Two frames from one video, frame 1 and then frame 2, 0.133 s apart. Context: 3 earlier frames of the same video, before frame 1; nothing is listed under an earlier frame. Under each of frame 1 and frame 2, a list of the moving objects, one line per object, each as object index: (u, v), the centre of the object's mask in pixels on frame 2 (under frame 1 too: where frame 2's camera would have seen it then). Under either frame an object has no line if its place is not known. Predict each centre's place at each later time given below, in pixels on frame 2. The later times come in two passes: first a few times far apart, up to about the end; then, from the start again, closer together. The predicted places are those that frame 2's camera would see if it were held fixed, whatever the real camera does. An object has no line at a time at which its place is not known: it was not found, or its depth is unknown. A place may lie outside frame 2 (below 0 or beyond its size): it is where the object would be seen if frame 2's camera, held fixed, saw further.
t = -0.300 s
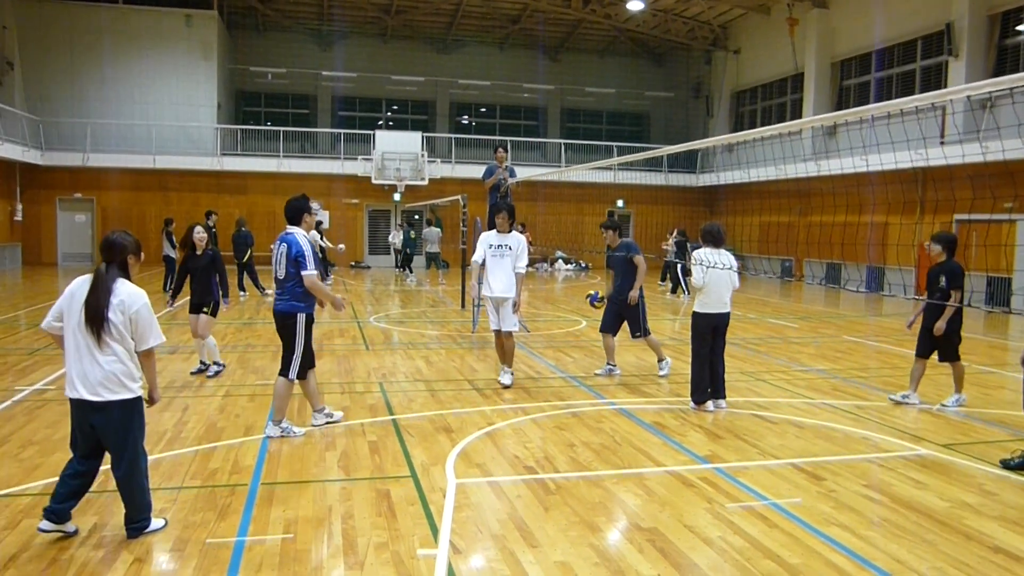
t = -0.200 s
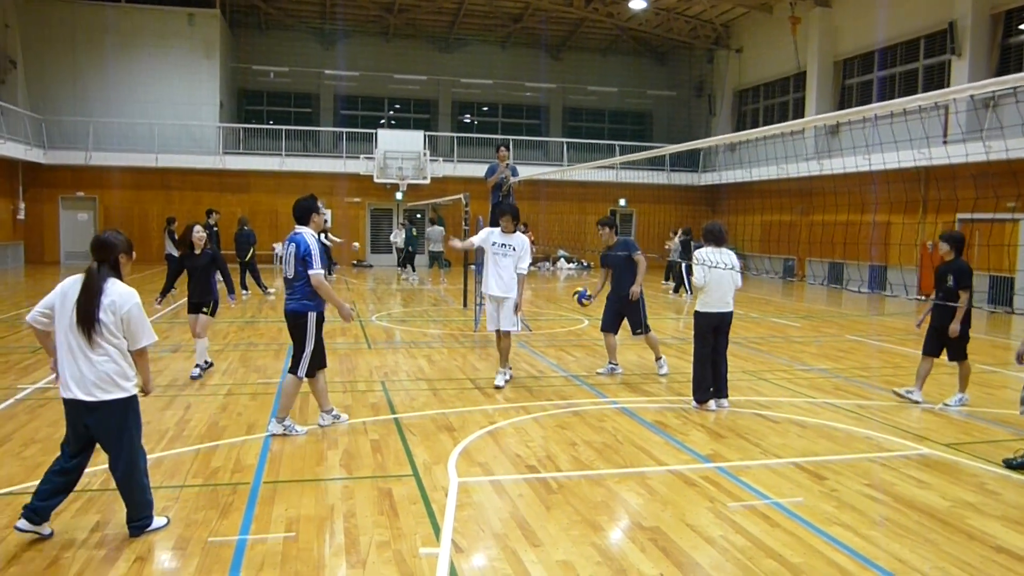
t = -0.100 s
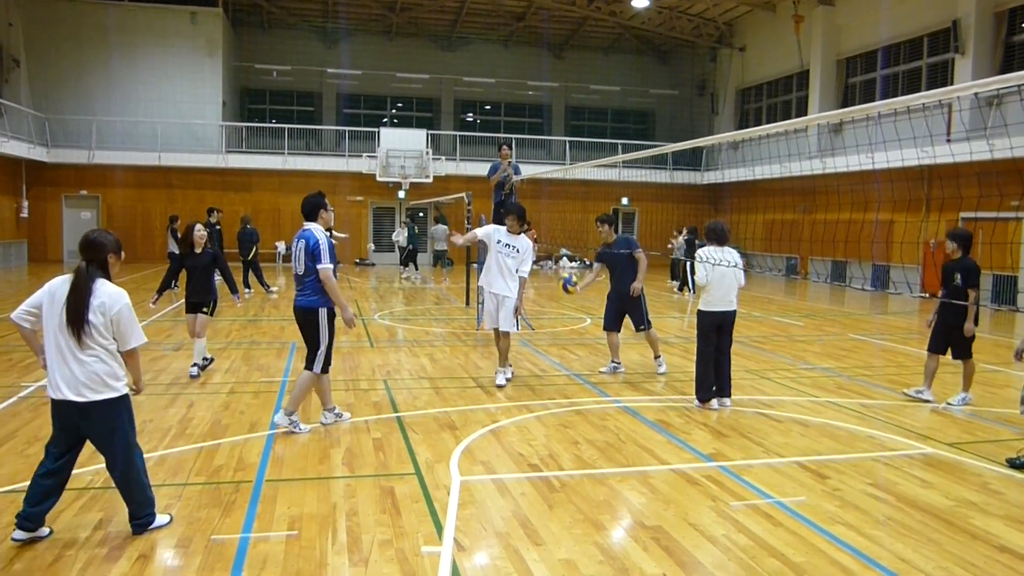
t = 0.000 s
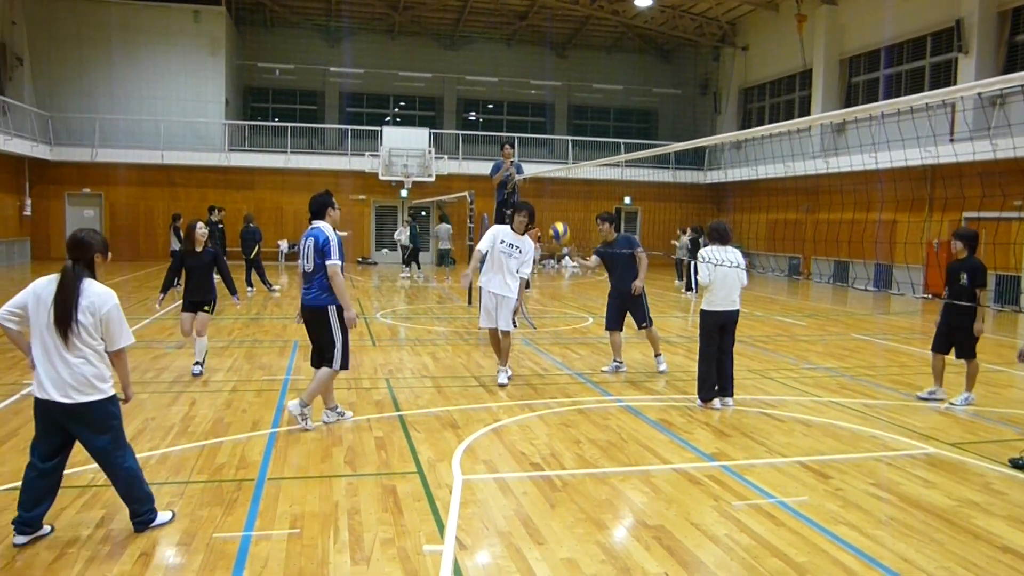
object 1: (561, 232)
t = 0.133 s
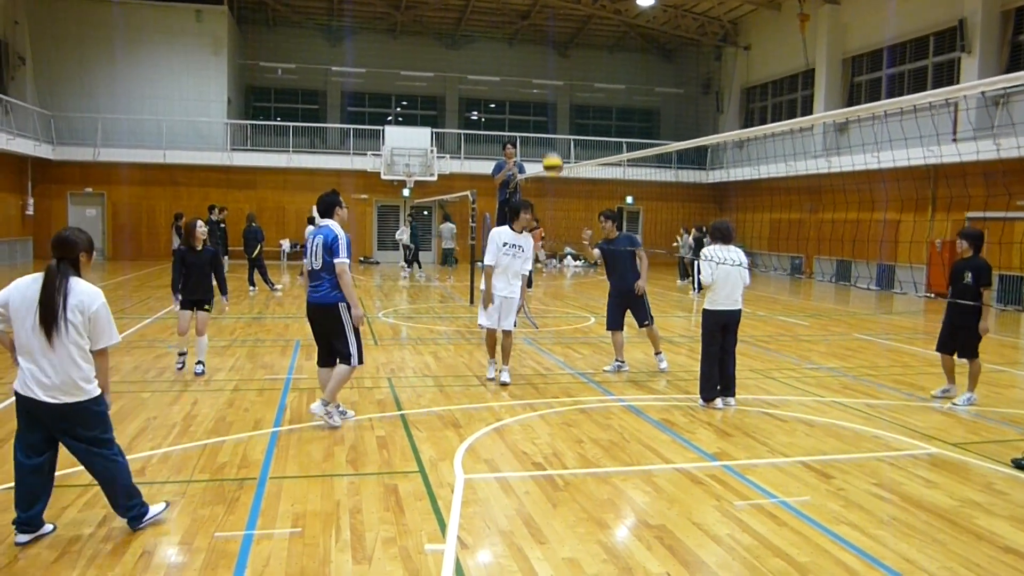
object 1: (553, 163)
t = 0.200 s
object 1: (548, 134)
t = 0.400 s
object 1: (532, 67)
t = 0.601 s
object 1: (513, 41)
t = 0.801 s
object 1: (491, 59)
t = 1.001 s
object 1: (468, 133)
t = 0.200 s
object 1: (548, 134)
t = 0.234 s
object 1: (546, 121)
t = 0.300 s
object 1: (541, 97)
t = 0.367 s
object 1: (535, 76)
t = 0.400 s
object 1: (532, 67)
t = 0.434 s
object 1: (528, 60)
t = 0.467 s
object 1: (525, 54)
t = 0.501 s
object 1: (522, 49)
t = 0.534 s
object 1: (520, 46)
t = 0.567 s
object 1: (517, 43)
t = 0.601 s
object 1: (513, 41)
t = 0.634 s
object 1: (510, 41)
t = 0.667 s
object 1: (507, 42)
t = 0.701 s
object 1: (503, 45)
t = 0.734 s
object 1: (499, 47)
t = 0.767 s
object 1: (495, 52)
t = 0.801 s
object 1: (491, 59)
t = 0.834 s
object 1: (486, 69)
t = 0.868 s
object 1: (483, 79)
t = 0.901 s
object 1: (478, 90)
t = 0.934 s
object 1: (476, 103)
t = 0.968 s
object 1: (473, 117)
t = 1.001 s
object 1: (468, 133)
